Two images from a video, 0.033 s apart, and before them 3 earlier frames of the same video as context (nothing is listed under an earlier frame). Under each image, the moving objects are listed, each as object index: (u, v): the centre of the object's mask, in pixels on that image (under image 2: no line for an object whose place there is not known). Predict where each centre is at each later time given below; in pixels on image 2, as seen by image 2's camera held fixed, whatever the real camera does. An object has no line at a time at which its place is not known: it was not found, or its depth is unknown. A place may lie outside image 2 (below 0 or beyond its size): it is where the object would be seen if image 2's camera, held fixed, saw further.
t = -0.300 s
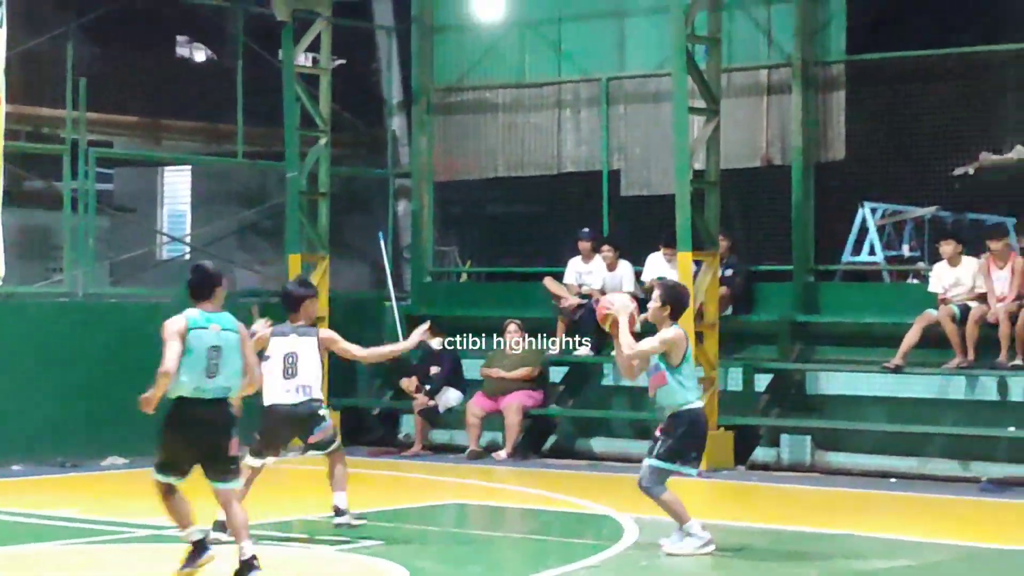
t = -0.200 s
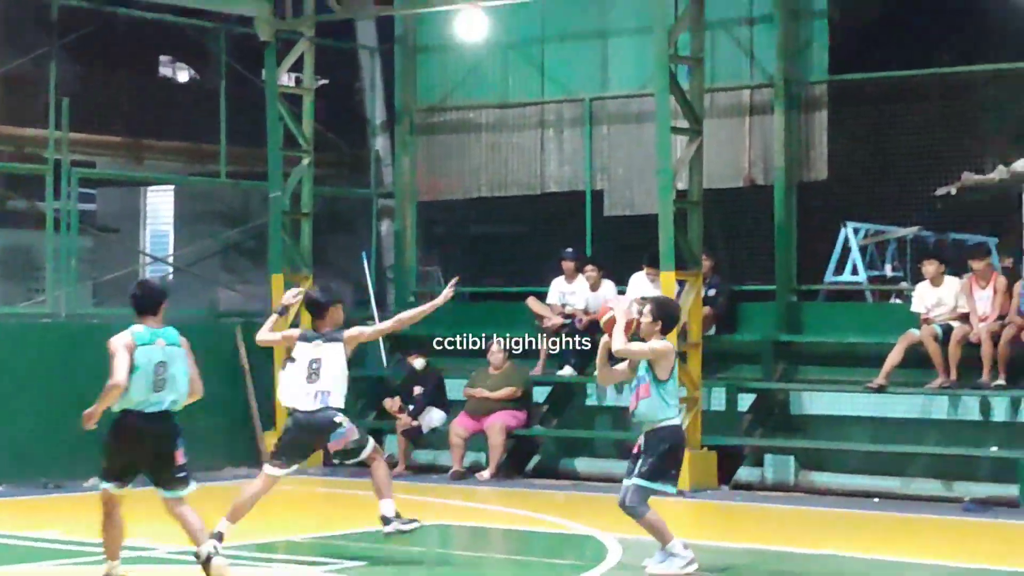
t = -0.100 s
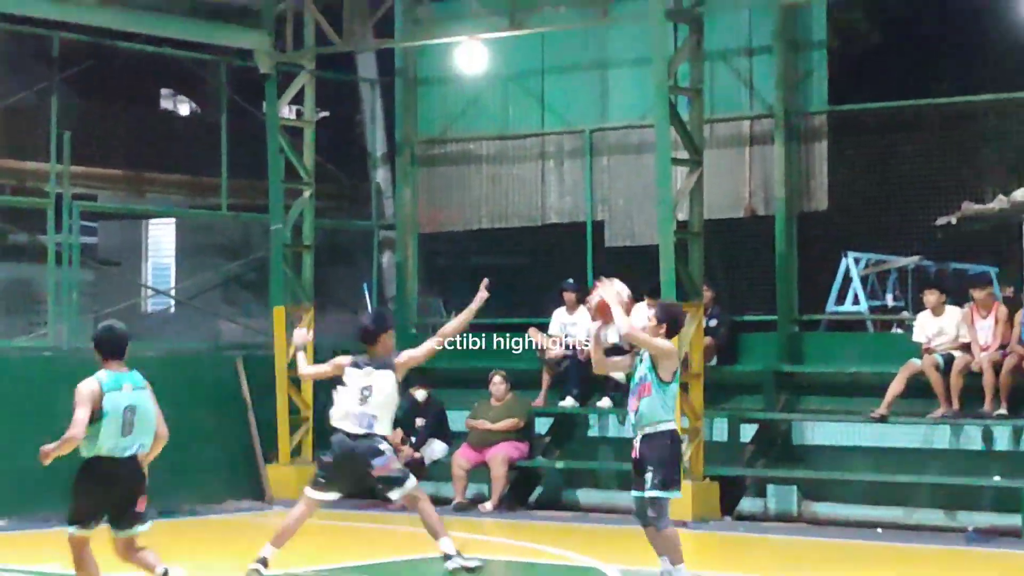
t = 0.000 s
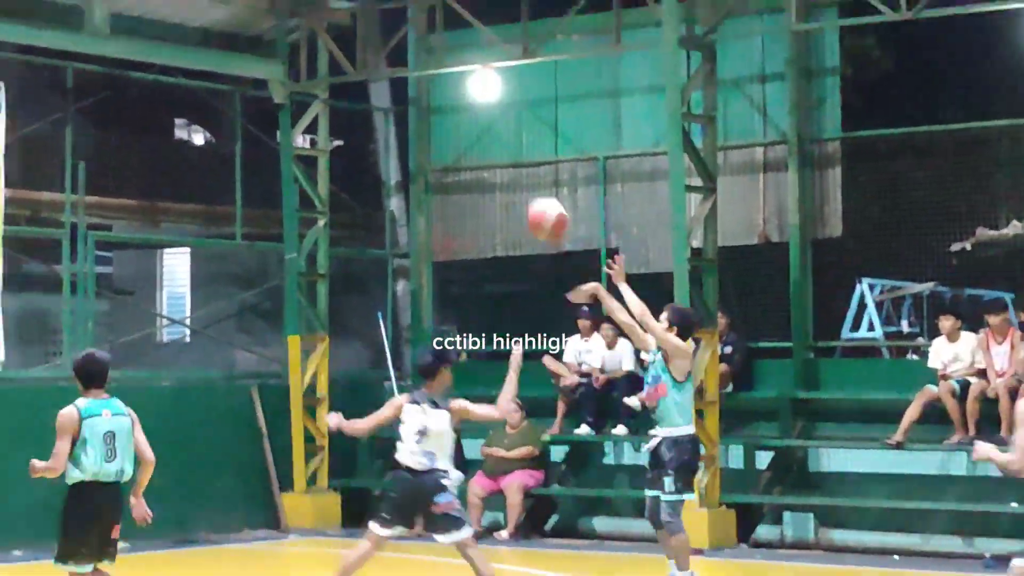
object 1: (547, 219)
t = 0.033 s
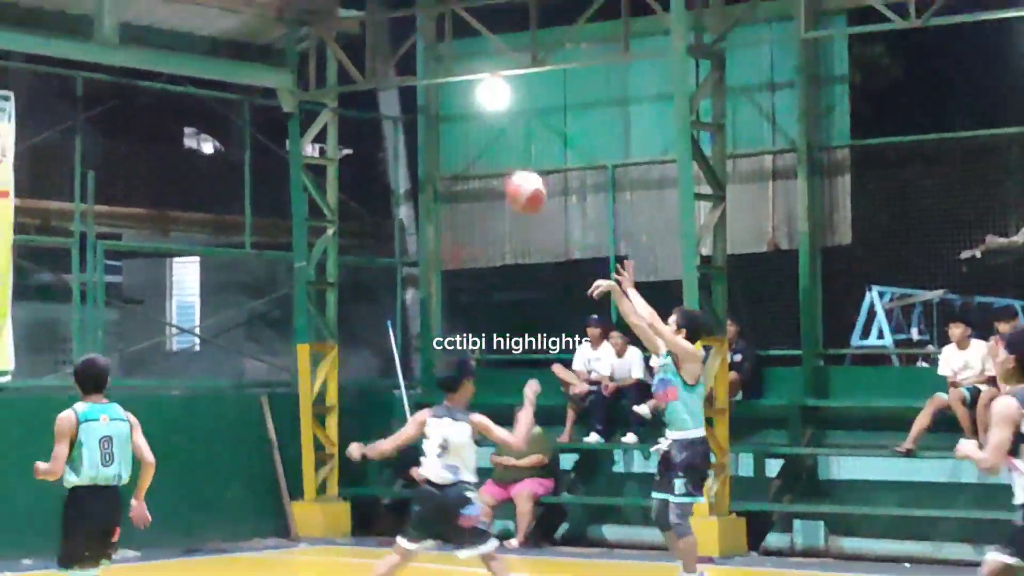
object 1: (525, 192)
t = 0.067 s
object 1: (495, 159)
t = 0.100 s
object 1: (466, 129)
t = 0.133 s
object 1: (437, 100)
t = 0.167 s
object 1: (407, 74)
